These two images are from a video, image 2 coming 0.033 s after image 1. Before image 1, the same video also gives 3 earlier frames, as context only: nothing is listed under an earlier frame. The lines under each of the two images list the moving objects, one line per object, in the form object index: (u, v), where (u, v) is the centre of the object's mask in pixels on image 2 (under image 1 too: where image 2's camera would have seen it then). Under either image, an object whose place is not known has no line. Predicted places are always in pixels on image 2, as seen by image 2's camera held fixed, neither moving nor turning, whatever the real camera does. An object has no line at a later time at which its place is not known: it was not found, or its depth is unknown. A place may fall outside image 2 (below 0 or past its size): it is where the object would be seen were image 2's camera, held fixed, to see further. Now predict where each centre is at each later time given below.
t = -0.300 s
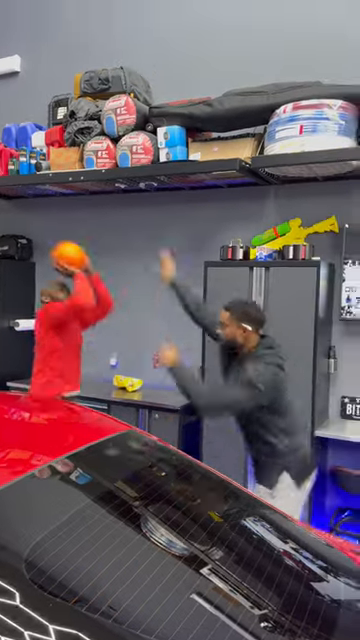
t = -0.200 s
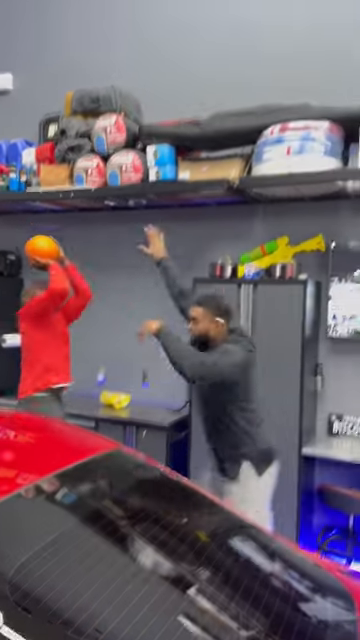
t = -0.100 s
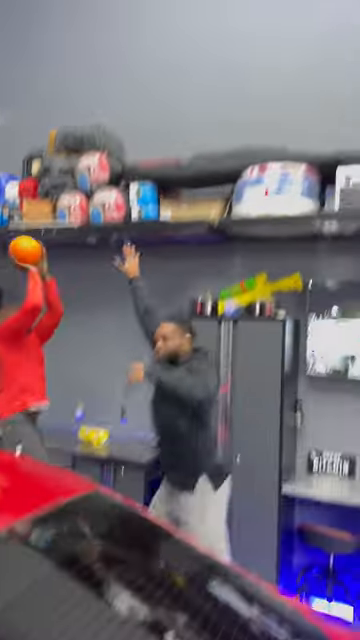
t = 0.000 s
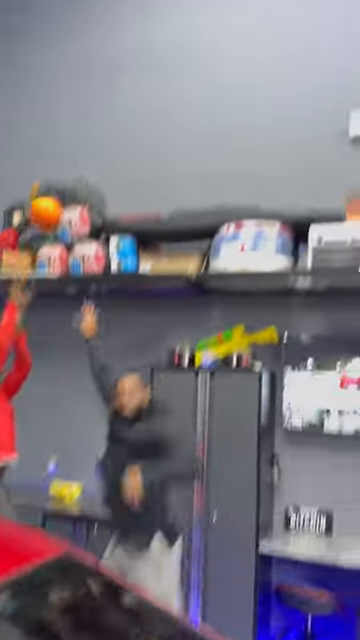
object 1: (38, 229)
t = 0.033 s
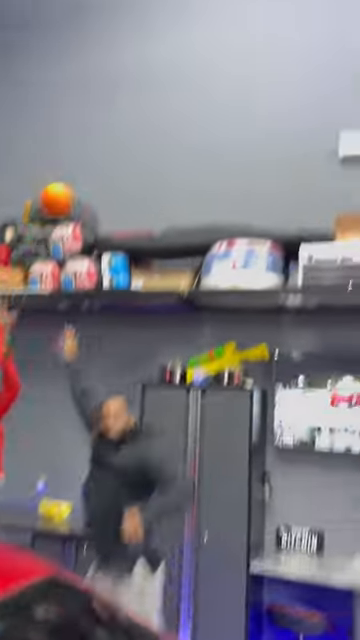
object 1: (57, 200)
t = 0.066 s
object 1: (75, 169)
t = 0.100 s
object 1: (94, 140)
